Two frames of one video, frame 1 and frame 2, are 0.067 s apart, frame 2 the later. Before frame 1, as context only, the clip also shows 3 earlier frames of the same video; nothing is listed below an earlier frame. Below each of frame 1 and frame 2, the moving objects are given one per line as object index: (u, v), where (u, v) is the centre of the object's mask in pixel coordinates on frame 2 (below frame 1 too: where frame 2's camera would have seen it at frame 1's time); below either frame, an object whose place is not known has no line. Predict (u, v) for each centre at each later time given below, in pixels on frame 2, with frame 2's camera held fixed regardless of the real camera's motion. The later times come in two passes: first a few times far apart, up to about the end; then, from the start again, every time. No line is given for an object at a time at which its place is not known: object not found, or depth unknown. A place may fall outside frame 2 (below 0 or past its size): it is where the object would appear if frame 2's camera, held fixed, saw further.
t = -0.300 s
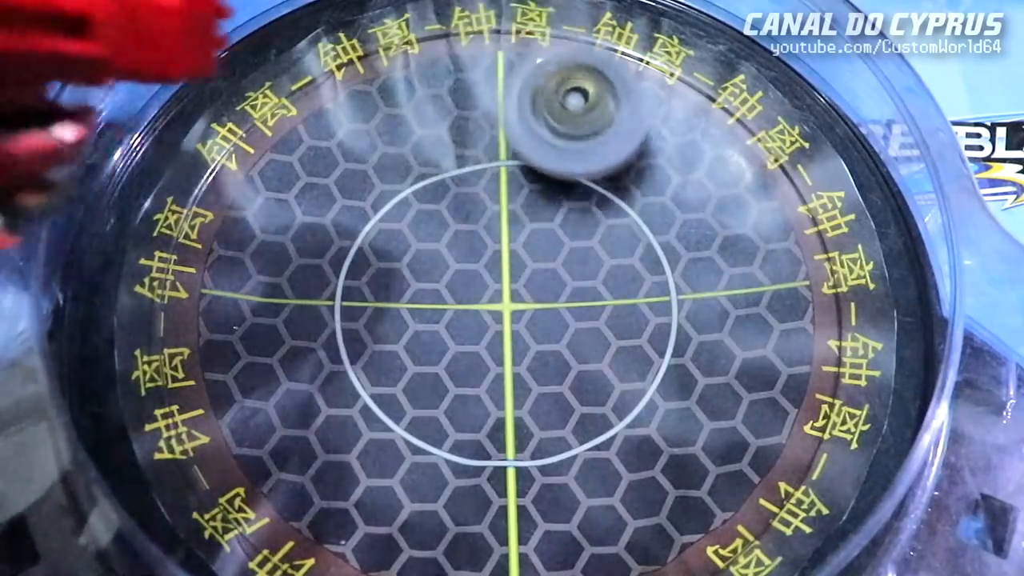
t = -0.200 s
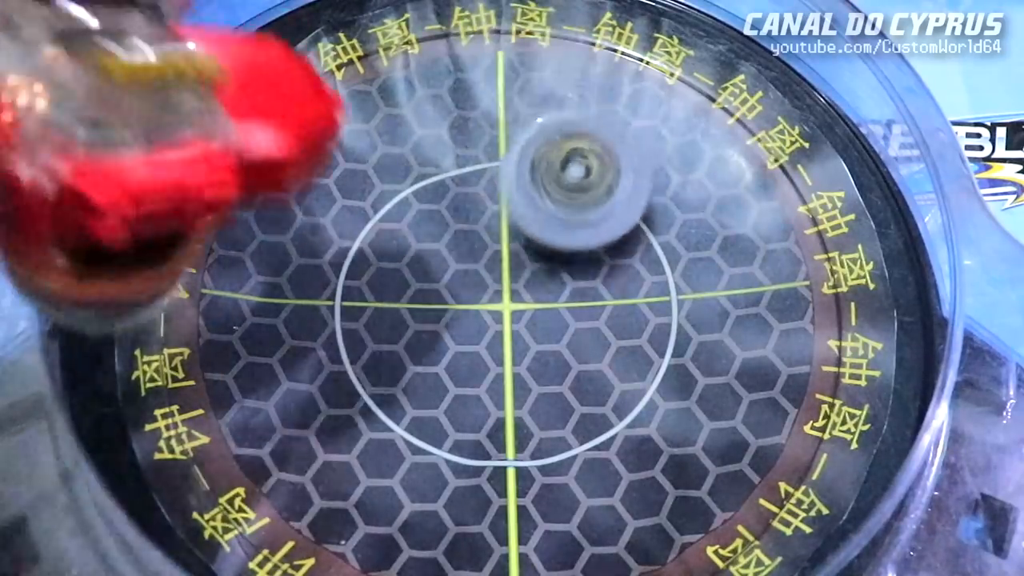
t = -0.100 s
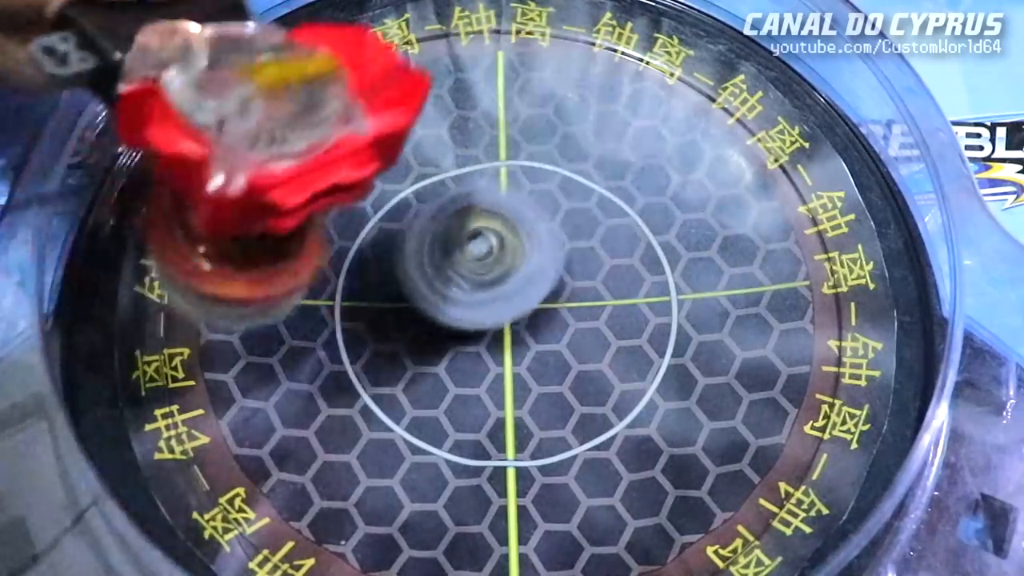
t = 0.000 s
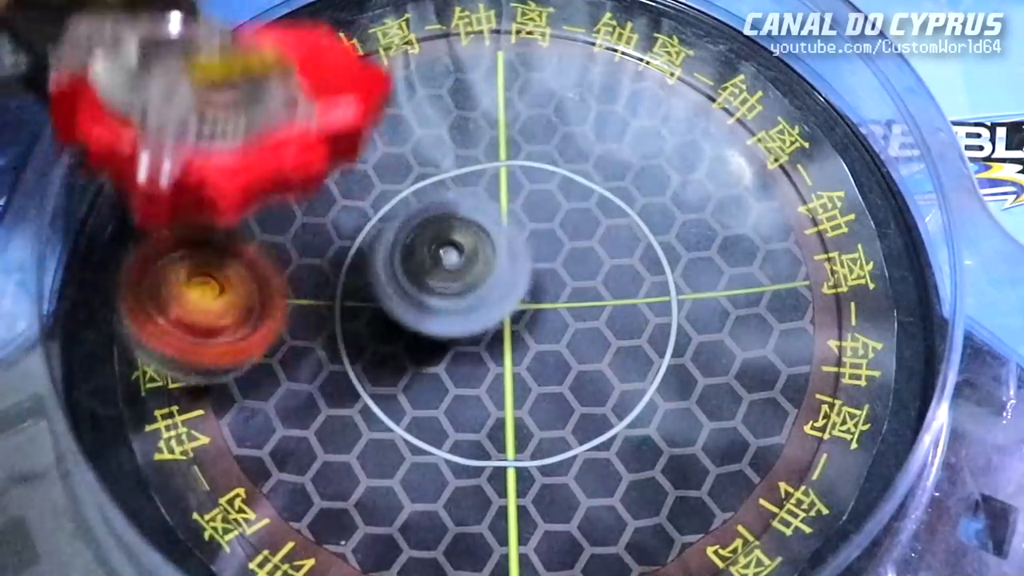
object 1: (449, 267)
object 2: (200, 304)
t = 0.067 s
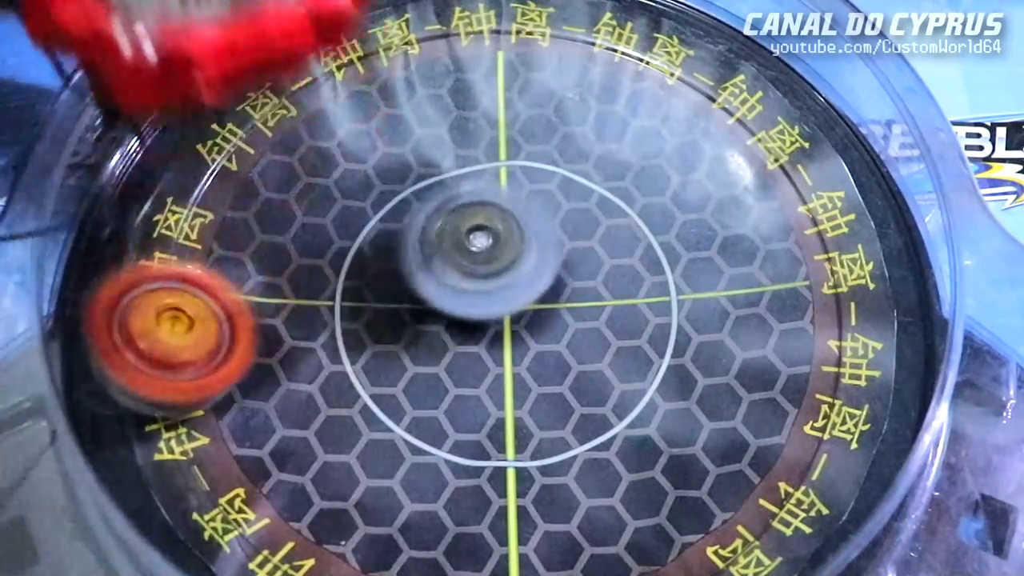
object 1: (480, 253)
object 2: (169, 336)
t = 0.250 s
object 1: (546, 267)
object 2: (294, 359)
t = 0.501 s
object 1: (663, 347)
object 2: (415, 235)
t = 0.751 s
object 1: (524, 407)
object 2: (499, 86)
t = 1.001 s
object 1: (525, 248)
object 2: (544, 105)
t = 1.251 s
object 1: (568, 311)
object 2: (616, 113)
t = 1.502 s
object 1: (469, 336)
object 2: (633, 227)
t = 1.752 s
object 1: (424, 246)
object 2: (643, 306)
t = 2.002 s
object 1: (492, 218)
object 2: (682, 348)
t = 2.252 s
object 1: (510, 235)
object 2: (776, 288)
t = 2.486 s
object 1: (459, 285)
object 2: (623, 169)
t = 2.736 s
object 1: (371, 289)
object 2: (539, 151)
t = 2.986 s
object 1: (397, 240)
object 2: (621, 253)
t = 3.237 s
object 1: (473, 355)
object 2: (680, 308)
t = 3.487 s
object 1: (429, 389)
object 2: (624, 301)
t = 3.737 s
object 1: (440, 354)
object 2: (620, 283)
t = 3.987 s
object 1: (479, 366)
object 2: (635, 235)
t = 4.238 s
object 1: (472, 349)
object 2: (553, 211)
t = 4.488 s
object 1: (291, 359)
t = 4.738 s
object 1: (406, 378)
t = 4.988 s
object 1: (376, 523)
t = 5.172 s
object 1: (392, 446)
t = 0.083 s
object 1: (487, 247)
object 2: (168, 338)
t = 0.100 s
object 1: (493, 246)
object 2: (171, 343)
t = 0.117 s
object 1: (499, 242)
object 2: (178, 349)
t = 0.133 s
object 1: (506, 241)
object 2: (185, 352)
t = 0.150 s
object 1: (512, 241)
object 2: (197, 360)
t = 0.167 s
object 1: (519, 246)
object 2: (209, 361)
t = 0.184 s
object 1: (526, 249)
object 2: (224, 364)
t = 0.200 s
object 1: (533, 253)
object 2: (240, 364)
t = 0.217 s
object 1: (539, 258)
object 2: (258, 362)
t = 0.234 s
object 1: (544, 264)
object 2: (274, 362)
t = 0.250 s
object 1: (546, 267)
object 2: (294, 359)
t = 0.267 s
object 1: (547, 276)
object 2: (316, 355)
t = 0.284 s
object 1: (547, 282)
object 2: (337, 349)
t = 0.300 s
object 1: (547, 288)
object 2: (358, 344)
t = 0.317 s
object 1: (547, 292)
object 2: (380, 336)
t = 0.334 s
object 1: (552, 296)
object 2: (390, 330)
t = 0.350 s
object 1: (573, 294)
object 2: (388, 319)
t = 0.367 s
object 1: (590, 296)
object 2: (389, 307)
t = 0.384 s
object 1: (603, 299)
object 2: (389, 303)
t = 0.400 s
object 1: (617, 302)
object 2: (389, 297)
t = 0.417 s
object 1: (630, 306)
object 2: (393, 288)
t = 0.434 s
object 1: (641, 311)
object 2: (395, 277)
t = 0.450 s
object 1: (649, 318)
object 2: (400, 268)
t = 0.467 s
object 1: (656, 328)
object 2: (403, 256)
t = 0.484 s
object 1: (660, 336)
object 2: (410, 247)
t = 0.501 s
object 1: (663, 347)
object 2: (415, 235)
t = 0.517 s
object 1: (664, 358)
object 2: (420, 221)
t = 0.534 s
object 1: (663, 372)
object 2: (426, 212)
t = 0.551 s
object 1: (658, 382)
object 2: (430, 199)
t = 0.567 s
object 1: (652, 393)
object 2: (437, 187)
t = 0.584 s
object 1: (644, 404)
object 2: (443, 176)
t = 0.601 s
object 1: (634, 412)
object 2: (450, 163)
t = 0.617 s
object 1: (624, 419)
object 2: (456, 154)
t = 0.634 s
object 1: (611, 423)
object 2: (462, 143)
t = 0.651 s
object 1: (599, 424)
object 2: (468, 133)
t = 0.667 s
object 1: (587, 424)
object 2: (473, 122)
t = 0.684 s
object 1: (572, 425)
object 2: (479, 112)
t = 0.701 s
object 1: (559, 423)
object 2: (485, 103)
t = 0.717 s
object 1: (548, 419)
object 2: (490, 97)
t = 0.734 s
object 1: (535, 414)
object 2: (494, 91)
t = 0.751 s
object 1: (524, 407)
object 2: (499, 86)
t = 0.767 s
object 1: (513, 399)
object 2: (502, 80)
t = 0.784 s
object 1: (505, 387)
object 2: (506, 74)
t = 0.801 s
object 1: (498, 381)
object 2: (509, 72)
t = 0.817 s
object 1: (493, 369)
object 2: (513, 69)
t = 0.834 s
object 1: (488, 357)
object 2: (516, 68)
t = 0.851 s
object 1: (486, 344)
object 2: (519, 68)
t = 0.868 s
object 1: (484, 333)
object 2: (522, 69)
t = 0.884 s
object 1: (484, 320)
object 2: (525, 71)
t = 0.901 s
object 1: (487, 307)
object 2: (529, 73)
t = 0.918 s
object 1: (491, 295)
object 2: (531, 75)
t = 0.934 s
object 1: (494, 284)
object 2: (534, 82)
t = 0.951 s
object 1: (499, 274)
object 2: (536, 88)
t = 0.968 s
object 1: (505, 264)
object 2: (539, 94)
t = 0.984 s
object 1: (515, 255)
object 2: (542, 101)
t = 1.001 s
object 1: (525, 248)
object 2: (544, 105)
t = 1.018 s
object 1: (532, 252)
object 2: (551, 105)
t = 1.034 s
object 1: (541, 260)
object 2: (558, 100)
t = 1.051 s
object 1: (550, 262)
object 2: (564, 97)
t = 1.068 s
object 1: (557, 266)
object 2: (570, 93)
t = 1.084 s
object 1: (564, 268)
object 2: (576, 91)
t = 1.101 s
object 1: (569, 270)
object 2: (582, 90)
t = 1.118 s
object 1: (575, 274)
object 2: (586, 88)
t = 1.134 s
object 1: (579, 278)
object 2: (592, 88)
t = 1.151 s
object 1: (582, 284)
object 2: (597, 90)
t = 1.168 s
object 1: (584, 290)
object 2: (601, 92)
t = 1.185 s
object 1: (583, 295)
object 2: (605, 94)
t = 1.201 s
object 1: (579, 303)
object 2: (608, 96)
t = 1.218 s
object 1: (576, 308)
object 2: (611, 101)
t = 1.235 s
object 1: (572, 310)
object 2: (614, 107)
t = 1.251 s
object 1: (568, 311)
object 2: (616, 113)
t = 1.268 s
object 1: (565, 313)
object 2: (618, 119)
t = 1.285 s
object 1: (562, 314)
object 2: (620, 127)
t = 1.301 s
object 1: (556, 316)
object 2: (622, 134)
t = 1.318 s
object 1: (551, 317)
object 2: (621, 142)
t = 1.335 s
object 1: (544, 318)
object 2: (621, 152)
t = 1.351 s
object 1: (539, 318)
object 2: (620, 161)
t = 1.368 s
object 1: (532, 316)
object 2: (619, 172)
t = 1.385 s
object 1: (527, 314)
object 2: (618, 184)
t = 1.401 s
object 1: (520, 315)
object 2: (617, 194)
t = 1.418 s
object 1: (510, 320)
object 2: (620, 196)
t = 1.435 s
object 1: (501, 326)
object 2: (623, 202)
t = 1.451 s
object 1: (493, 331)
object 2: (625, 210)
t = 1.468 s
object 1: (484, 334)
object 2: (629, 214)
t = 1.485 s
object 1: (475, 336)
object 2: (631, 221)
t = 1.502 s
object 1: (469, 336)
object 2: (633, 227)
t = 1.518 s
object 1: (461, 333)
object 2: (634, 232)
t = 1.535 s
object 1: (454, 329)
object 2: (636, 238)
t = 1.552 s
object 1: (445, 324)
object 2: (637, 243)
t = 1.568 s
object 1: (436, 318)
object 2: (639, 250)
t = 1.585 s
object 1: (429, 312)
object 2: (641, 256)
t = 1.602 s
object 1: (423, 304)
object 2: (642, 263)
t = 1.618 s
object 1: (419, 296)
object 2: (643, 269)
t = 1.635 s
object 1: (417, 288)
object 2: (644, 274)
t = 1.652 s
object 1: (416, 280)
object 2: (644, 280)
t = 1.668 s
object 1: (415, 273)
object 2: (644, 285)
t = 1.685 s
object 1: (415, 266)
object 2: (644, 290)
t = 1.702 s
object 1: (417, 259)
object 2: (644, 294)
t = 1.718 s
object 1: (419, 255)
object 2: (645, 298)
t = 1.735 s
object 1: (422, 250)
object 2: (644, 302)
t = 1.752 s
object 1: (424, 246)
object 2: (643, 306)
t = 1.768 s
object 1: (427, 242)
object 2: (643, 308)
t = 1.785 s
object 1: (431, 239)
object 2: (641, 312)
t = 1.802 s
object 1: (435, 237)
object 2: (640, 313)
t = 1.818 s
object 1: (440, 234)
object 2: (638, 315)
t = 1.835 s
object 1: (445, 232)
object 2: (637, 317)
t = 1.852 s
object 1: (452, 230)
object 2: (636, 318)
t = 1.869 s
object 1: (460, 226)
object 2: (634, 318)
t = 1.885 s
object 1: (469, 226)
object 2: (632, 318)
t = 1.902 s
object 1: (477, 226)
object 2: (630, 317)
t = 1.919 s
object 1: (487, 227)
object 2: (628, 316)
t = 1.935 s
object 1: (495, 228)
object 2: (627, 316)
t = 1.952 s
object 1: (497, 228)
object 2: (636, 323)
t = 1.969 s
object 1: (494, 223)
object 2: (652, 333)
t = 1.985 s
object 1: (493, 220)
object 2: (668, 340)
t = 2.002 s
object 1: (492, 218)
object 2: (682, 348)
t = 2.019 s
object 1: (492, 215)
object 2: (697, 353)
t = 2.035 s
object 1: (492, 215)
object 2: (712, 358)
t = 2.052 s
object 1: (494, 214)
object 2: (727, 361)
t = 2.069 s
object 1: (495, 214)
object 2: (740, 363)
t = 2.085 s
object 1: (498, 215)
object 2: (752, 362)
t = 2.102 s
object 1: (499, 215)
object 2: (763, 361)
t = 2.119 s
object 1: (501, 217)
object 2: (772, 359)
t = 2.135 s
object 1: (504, 219)
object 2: (782, 353)
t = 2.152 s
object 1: (505, 222)
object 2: (790, 347)
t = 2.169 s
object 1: (507, 225)
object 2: (795, 339)
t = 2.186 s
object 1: (509, 227)
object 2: (797, 329)
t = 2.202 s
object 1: (510, 229)
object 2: (793, 319)
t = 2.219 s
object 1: (510, 231)
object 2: (789, 309)
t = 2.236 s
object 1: (510, 233)
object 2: (783, 299)
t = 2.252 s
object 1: (510, 235)
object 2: (776, 288)
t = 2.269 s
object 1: (507, 245)
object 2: (769, 275)
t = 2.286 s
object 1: (505, 249)
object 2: (759, 264)
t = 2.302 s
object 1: (502, 252)
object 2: (750, 253)
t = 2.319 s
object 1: (499, 257)
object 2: (740, 241)
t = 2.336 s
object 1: (495, 263)
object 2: (730, 230)
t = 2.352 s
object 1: (491, 268)
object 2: (718, 219)
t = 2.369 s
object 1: (486, 269)
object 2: (707, 211)
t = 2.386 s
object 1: (482, 273)
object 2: (697, 203)
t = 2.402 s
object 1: (477, 277)
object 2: (684, 196)
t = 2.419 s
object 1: (473, 280)
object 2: (673, 189)
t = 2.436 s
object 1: (469, 282)
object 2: (660, 184)
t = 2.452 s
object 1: (466, 284)
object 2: (648, 178)
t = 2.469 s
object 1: (462, 284)
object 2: (636, 173)
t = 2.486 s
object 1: (459, 285)
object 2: (623, 169)
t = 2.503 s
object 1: (454, 285)
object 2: (612, 167)
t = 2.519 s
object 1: (450, 284)
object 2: (600, 166)
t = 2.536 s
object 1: (446, 282)
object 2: (590, 164)
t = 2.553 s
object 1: (443, 279)
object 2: (579, 163)
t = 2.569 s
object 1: (440, 277)
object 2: (568, 163)
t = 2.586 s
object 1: (436, 274)
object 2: (558, 164)
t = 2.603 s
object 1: (433, 271)
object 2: (548, 164)
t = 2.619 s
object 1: (425, 275)
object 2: (540, 162)
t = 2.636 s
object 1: (416, 280)
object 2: (539, 157)
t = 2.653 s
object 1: (405, 284)
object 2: (539, 154)
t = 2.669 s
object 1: (395, 286)
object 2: (538, 151)
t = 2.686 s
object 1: (387, 289)
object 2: (537, 150)
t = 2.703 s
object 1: (379, 290)
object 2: (537, 150)
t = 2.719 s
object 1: (374, 290)
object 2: (538, 151)
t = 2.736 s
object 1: (371, 289)
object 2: (539, 151)
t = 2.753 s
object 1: (369, 286)
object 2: (540, 155)
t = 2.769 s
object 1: (368, 282)
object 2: (544, 159)
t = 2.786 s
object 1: (368, 278)
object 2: (547, 163)
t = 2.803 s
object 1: (367, 273)
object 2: (551, 168)
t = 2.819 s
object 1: (365, 268)
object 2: (555, 175)
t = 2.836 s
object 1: (364, 264)
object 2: (560, 182)
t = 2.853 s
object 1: (364, 258)
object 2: (566, 189)
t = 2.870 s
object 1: (365, 255)
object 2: (573, 197)
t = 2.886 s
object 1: (368, 250)
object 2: (578, 206)
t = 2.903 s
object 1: (371, 246)
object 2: (585, 214)
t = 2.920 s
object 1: (376, 243)
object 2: (593, 222)
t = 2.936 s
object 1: (381, 240)
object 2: (599, 229)
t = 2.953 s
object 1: (386, 239)
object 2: (606, 237)
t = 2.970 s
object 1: (392, 239)
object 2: (614, 246)
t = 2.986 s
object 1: (397, 240)
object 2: (621, 253)
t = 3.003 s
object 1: (403, 242)
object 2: (628, 261)
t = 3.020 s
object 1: (410, 247)
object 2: (634, 268)
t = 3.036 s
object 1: (416, 252)
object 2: (642, 275)
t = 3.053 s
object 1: (421, 257)
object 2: (649, 280)
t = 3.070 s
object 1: (428, 263)
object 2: (654, 285)
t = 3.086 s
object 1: (435, 271)
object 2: (660, 291)
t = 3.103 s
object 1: (443, 282)
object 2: (665, 295)
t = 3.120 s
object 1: (449, 289)
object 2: (668, 299)
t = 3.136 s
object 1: (454, 298)
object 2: (672, 303)
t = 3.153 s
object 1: (459, 307)
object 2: (676, 304)
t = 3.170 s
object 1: (464, 317)
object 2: (678, 306)
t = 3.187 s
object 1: (467, 327)
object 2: (679, 307)
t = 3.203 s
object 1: (470, 337)
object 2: (681, 307)
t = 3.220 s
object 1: (471, 345)
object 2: (681, 307)
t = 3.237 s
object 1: (473, 355)
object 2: (680, 308)
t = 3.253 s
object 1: (475, 363)
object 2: (680, 307)
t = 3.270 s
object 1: (475, 370)
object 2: (678, 307)
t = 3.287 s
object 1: (475, 375)
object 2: (675, 306)
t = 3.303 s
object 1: (473, 380)
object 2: (674, 305)
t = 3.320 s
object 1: (470, 383)
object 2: (671, 304)
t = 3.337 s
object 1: (466, 385)
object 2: (667, 304)
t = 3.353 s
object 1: (461, 386)
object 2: (664, 303)
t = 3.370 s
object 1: (458, 387)
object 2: (660, 302)
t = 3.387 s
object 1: (452, 388)
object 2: (656, 301)
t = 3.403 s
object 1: (447, 389)
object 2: (651, 300)
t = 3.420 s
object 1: (442, 391)
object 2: (646, 299)
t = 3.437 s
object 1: (437, 391)
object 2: (639, 299)
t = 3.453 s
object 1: (433, 390)
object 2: (635, 300)
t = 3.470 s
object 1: (431, 389)
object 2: (629, 300)
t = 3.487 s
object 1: (429, 389)
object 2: (624, 301)
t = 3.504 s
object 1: (428, 386)
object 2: (619, 302)
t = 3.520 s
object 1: (428, 384)
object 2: (614, 304)
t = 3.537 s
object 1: (428, 382)
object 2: (607, 306)
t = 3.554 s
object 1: (430, 380)
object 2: (602, 308)
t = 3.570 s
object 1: (432, 377)
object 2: (597, 310)
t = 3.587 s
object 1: (429, 377)
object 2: (598, 309)
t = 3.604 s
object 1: (422, 376)
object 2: (605, 304)
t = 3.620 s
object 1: (421, 375)
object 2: (610, 301)
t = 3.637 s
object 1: (420, 373)
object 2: (614, 298)
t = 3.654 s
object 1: (422, 372)
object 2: (617, 294)
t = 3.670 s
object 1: (425, 367)
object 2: (619, 292)
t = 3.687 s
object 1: (427, 363)
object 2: (621, 289)
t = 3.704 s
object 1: (430, 359)
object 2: (621, 286)
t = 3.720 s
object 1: (436, 356)
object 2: (621, 284)
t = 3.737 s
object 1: (440, 354)
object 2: (620, 283)
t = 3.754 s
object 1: (446, 349)
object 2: (619, 281)
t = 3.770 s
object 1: (453, 347)
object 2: (617, 280)
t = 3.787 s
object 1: (457, 347)
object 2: (617, 277)
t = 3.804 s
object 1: (460, 347)
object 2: (618, 273)
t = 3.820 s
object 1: (464, 347)
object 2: (622, 267)
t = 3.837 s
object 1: (467, 348)
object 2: (623, 263)
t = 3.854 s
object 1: (470, 349)
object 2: (624, 260)
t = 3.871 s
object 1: (473, 349)
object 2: (624, 257)
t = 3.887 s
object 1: (476, 350)
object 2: (622, 254)
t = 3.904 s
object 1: (483, 350)
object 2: (621, 253)
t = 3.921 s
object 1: (488, 352)
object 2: (619, 252)
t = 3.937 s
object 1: (490, 353)
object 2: (617, 251)
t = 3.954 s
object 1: (486, 357)
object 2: (623, 246)
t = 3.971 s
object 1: (482, 363)
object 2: (628, 240)
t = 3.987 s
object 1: (479, 366)
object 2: (635, 235)
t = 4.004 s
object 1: (477, 368)
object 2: (637, 231)
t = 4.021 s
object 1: (476, 369)
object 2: (639, 228)
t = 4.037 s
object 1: (474, 369)
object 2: (638, 224)
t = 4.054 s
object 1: (473, 370)
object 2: (634, 220)
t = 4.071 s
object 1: (471, 370)
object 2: (631, 217)
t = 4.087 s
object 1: (469, 369)
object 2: (624, 213)
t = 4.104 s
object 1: (468, 368)
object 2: (618, 212)
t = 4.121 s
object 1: (468, 366)
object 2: (609, 209)
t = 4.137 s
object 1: (467, 365)
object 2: (601, 208)
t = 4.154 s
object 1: (466, 362)
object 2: (593, 208)
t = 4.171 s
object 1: (466, 360)
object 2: (585, 208)
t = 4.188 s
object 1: (467, 357)
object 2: (577, 209)
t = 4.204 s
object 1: (468, 354)
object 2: (568, 210)
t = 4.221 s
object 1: (471, 351)
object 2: (560, 210)
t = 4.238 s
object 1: (472, 349)
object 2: (553, 211)
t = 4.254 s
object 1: (460, 364)
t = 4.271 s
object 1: (444, 383)
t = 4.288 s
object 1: (431, 394)
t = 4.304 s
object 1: (417, 401)
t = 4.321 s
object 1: (404, 407)
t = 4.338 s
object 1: (390, 411)
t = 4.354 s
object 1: (374, 413)
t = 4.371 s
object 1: (358, 413)
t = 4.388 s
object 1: (345, 410)
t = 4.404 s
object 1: (332, 405)
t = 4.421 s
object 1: (320, 398)
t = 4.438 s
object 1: (308, 391)
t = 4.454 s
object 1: (300, 382)
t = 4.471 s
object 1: (296, 373)
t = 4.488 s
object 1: (291, 359)
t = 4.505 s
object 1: (290, 347)
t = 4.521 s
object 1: (289, 335)
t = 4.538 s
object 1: (293, 322)
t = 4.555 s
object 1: (299, 310)
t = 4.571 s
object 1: (308, 298)
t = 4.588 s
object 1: (319, 287)
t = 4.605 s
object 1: (331, 278)
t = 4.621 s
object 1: (345, 268)
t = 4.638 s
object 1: (360, 261)
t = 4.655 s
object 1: (378, 255)
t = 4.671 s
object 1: (395, 249)
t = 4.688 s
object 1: (405, 269)
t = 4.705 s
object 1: (404, 308)
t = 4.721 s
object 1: (405, 344)
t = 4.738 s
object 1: (406, 378)
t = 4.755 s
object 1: (409, 407)
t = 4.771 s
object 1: (407, 435)
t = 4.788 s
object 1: (408, 459)
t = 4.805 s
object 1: (409, 480)
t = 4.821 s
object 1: (408, 495)
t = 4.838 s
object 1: (407, 504)
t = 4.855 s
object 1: (406, 512)
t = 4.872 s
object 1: (405, 517)
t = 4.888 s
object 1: (400, 520)
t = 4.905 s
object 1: (399, 524)
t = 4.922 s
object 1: (395, 524)
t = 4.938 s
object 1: (390, 526)
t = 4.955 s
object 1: (386, 525)
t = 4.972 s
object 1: (381, 524)
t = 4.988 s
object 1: (376, 523)
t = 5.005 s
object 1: (370, 520)
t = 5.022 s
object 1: (367, 518)
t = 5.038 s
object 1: (366, 514)
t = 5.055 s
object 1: (364, 509)
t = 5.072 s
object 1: (365, 505)
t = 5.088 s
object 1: (366, 500)
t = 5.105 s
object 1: (367, 491)
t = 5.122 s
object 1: (373, 480)
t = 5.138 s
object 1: (376, 470)
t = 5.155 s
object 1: (382, 458)
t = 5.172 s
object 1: (392, 446)
